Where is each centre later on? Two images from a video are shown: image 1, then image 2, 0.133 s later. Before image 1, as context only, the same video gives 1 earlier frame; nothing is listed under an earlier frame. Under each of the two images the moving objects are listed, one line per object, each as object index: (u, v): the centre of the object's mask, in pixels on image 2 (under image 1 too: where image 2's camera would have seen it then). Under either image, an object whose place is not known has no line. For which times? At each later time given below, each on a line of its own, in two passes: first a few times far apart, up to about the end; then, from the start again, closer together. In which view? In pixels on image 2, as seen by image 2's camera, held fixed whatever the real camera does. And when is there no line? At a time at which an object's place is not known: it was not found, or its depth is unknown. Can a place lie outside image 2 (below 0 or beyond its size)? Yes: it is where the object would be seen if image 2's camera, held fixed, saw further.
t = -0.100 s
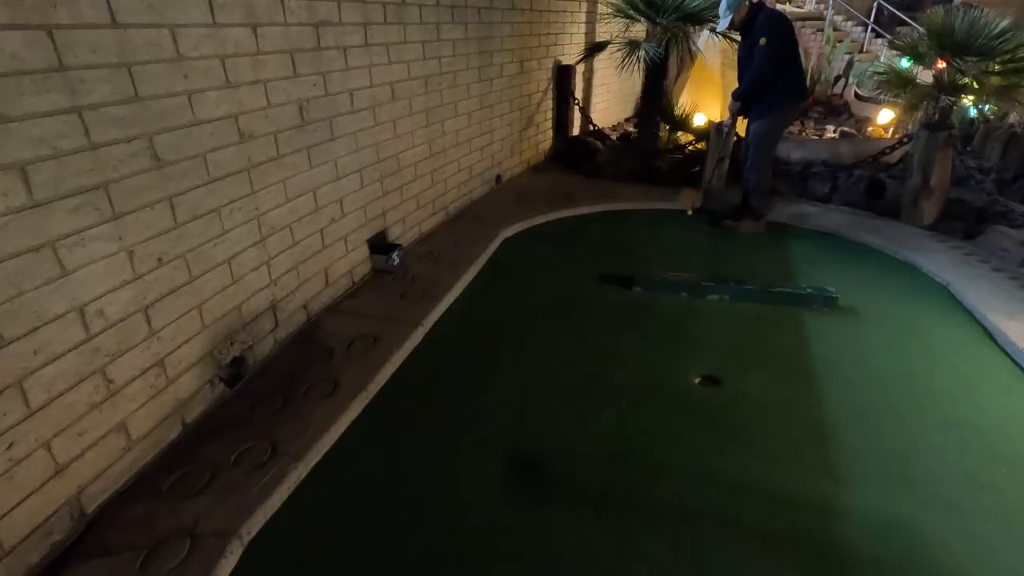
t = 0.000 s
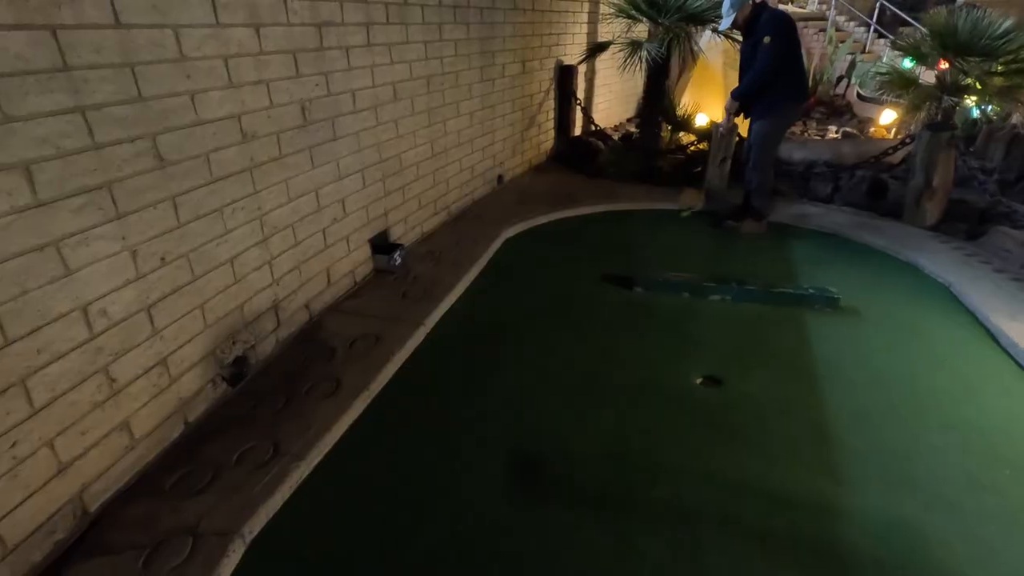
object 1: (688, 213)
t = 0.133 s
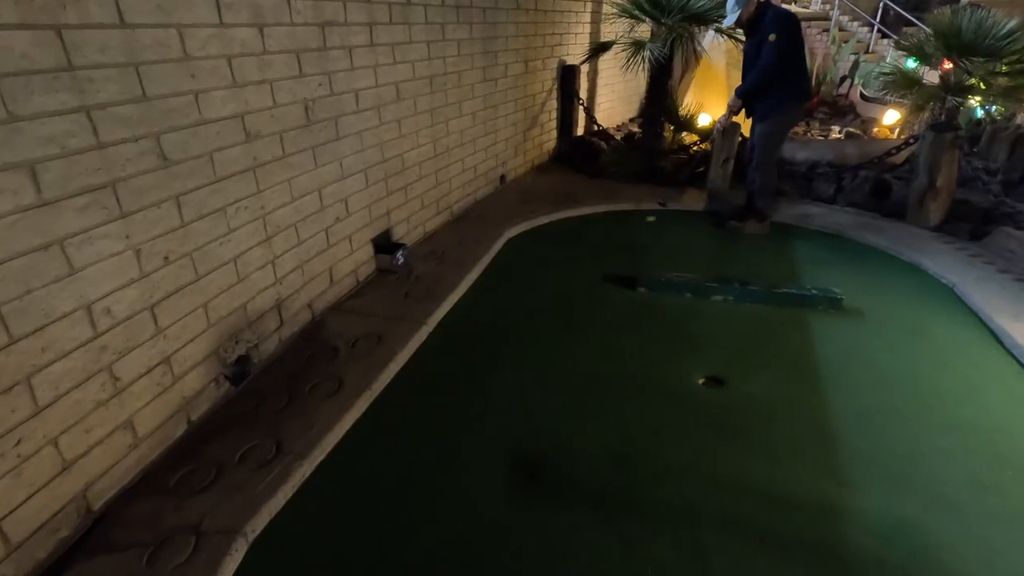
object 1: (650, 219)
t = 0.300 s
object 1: (611, 224)
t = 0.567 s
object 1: (552, 229)
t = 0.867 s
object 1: (527, 240)
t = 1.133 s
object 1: (533, 257)
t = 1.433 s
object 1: (535, 277)
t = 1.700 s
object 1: (536, 296)
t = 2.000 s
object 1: (537, 317)
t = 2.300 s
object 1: (541, 338)
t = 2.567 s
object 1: (544, 357)
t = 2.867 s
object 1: (546, 377)
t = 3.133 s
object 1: (547, 393)
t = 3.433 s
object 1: (550, 407)
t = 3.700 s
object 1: (553, 415)
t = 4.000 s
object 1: (556, 420)
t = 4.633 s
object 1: (557, 420)
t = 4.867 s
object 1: (557, 419)
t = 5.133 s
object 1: (556, 419)
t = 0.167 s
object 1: (641, 220)
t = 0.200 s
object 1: (634, 221)
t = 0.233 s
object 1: (626, 221)
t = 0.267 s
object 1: (619, 222)
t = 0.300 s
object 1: (611, 224)
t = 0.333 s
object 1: (604, 224)
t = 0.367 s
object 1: (597, 225)
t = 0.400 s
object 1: (589, 226)
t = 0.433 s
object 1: (582, 226)
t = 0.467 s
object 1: (575, 227)
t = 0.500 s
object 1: (567, 228)
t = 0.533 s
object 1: (560, 229)
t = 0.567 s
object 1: (552, 229)
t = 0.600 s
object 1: (546, 230)
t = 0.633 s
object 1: (538, 230)
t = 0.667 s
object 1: (530, 231)
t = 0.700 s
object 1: (523, 232)
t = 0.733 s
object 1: (519, 232)
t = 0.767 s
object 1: (521, 232)
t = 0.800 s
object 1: (524, 234)
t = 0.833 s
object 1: (526, 238)
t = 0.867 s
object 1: (527, 240)
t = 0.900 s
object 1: (528, 241)
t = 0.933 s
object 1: (529, 243)
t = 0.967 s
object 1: (529, 247)
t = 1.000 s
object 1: (530, 248)
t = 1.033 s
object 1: (531, 251)
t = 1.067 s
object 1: (532, 253)
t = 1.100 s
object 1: (532, 255)
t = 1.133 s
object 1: (533, 257)
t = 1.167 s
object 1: (534, 259)
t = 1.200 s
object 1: (534, 261)
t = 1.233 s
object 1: (534, 263)
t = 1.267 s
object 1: (535, 266)
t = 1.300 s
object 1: (535, 268)
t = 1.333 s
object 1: (535, 270)
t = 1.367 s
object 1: (535, 272)
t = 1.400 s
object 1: (535, 275)
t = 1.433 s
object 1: (535, 277)
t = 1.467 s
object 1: (535, 279)
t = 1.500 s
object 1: (535, 281)
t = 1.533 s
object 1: (535, 284)
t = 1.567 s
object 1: (535, 286)
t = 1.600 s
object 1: (536, 289)
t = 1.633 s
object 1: (536, 291)
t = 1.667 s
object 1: (536, 293)
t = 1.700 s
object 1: (536, 296)
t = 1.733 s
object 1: (536, 298)
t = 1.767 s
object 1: (536, 300)
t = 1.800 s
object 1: (536, 303)
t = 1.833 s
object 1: (537, 305)
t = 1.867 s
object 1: (536, 308)
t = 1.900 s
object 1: (536, 310)
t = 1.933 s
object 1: (537, 312)
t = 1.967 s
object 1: (537, 315)
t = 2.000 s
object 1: (537, 317)
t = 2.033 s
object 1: (538, 319)
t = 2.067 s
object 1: (538, 321)
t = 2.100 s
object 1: (538, 324)
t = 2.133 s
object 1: (538, 326)
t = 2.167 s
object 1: (539, 328)
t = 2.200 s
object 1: (540, 331)
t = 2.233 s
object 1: (540, 333)
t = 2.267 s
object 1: (540, 335)
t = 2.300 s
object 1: (541, 338)
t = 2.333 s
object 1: (541, 340)
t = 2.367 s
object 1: (541, 343)
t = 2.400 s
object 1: (542, 345)
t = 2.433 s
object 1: (542, 347)
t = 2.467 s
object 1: (543, 350)
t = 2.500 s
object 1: (543, 352)
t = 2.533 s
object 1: (544, 355)
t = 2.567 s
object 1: (544, 357)
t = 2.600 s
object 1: (545, 359)
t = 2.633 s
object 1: (545, 361)
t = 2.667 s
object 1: (546, 364)
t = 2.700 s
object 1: (546, 366)
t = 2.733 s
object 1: (546, 368)
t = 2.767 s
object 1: (546, 370)
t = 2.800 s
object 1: (546, 372)
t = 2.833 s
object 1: (547, 374)
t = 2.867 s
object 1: (546, 377)
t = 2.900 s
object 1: (546, 379)
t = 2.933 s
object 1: (547, 381)
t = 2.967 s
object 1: (547, 383)
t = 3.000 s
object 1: (547, 385)
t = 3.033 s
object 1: (547, 387)
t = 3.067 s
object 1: (547, 389)
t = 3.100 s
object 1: (547, 391)
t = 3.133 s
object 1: (547, 393)
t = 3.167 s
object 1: (548, 395)
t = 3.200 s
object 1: (548, 397)
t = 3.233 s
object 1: (549, 398)
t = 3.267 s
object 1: (548, 399)
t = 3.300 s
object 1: (548, 401)
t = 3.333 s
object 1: (549, 403)
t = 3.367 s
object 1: (549, 404)
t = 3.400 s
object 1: (550, 405)
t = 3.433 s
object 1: (550, 407)
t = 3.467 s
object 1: (551, 408)
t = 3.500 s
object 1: (551, 409)
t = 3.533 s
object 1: (552, 411)
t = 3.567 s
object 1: (552, 412)
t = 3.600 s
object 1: (552, 413)
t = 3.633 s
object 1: (552, 413)
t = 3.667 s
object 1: (552, 414)
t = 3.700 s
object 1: (553, 415)
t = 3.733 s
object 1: (553, 416)
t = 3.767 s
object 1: (554, 417)
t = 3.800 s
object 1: (554, 417)
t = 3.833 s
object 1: (554, 418)
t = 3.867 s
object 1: (555, 419)
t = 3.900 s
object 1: (555, 419)
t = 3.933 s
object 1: (556, 419)
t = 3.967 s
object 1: (556, 420)
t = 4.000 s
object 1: (556, 420)
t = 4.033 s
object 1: (556, 420)
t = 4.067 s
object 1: (556, 420)
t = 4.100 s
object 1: (556, 421)
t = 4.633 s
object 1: (557, 420)
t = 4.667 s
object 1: (557, 420)
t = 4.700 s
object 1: (557, 420)
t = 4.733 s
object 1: (557, 420)
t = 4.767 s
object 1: (557, 420)
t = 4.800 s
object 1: (557, 420)
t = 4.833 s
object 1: (557, 420)
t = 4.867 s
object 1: (557, 419)
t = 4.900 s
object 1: (557, 420)
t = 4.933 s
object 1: (556, 420)
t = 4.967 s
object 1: (556, 419)
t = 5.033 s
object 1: (557, 419)
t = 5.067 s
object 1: (556, 419)
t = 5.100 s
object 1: (556, 419)
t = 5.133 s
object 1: (556, 419)
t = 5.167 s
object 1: (557, 419)
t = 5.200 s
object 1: (557, 419)
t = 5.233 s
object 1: (557, 419)
